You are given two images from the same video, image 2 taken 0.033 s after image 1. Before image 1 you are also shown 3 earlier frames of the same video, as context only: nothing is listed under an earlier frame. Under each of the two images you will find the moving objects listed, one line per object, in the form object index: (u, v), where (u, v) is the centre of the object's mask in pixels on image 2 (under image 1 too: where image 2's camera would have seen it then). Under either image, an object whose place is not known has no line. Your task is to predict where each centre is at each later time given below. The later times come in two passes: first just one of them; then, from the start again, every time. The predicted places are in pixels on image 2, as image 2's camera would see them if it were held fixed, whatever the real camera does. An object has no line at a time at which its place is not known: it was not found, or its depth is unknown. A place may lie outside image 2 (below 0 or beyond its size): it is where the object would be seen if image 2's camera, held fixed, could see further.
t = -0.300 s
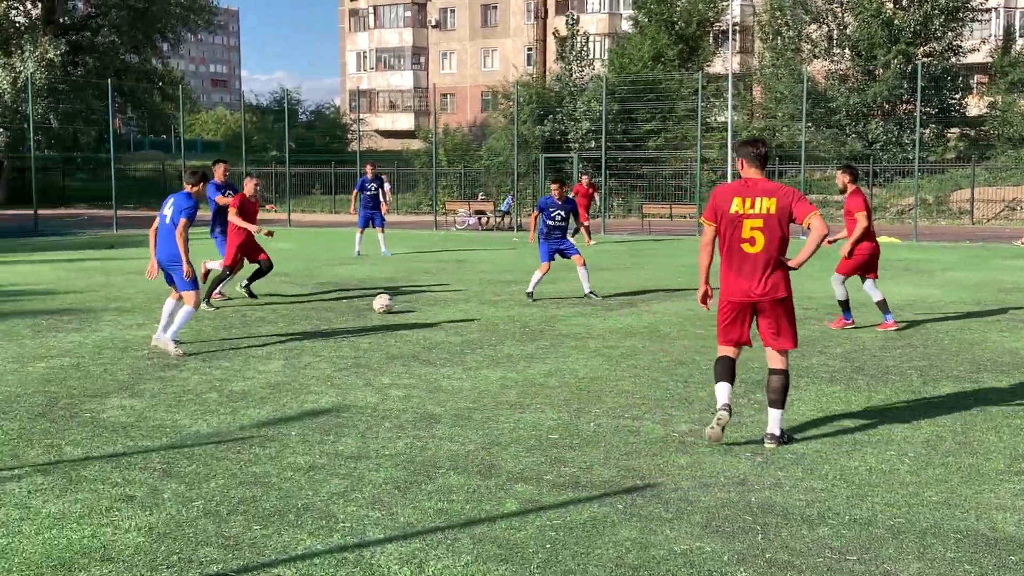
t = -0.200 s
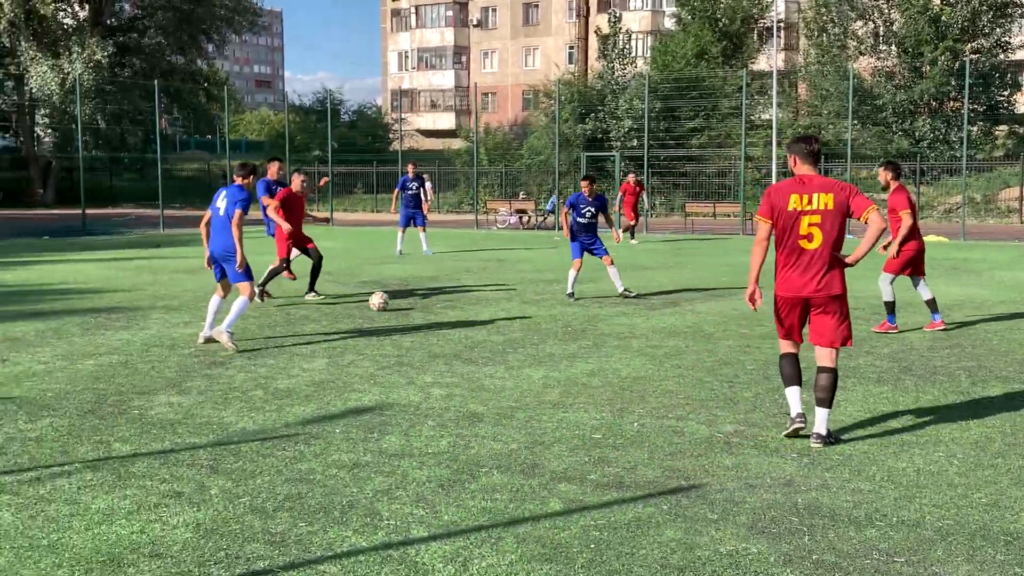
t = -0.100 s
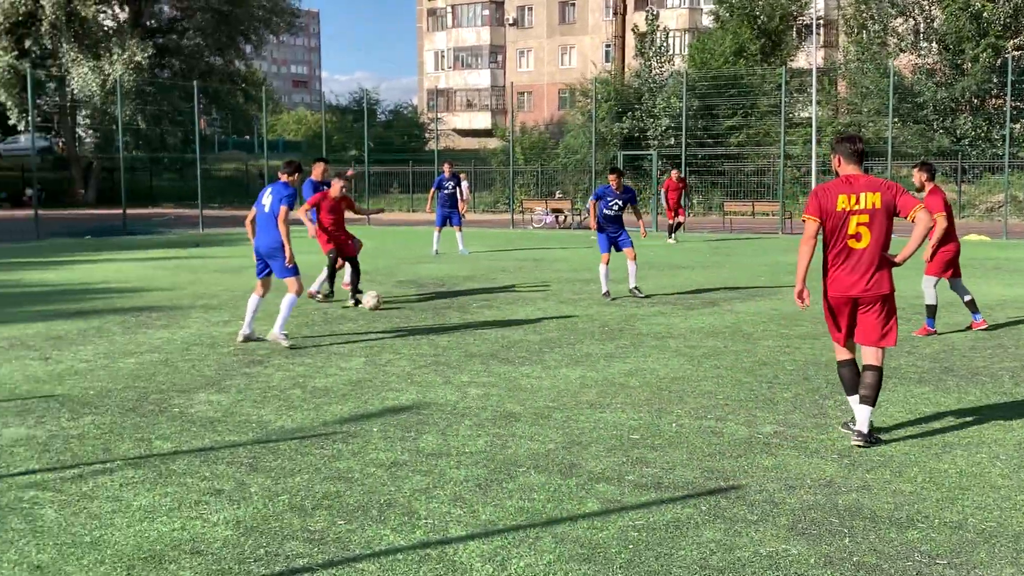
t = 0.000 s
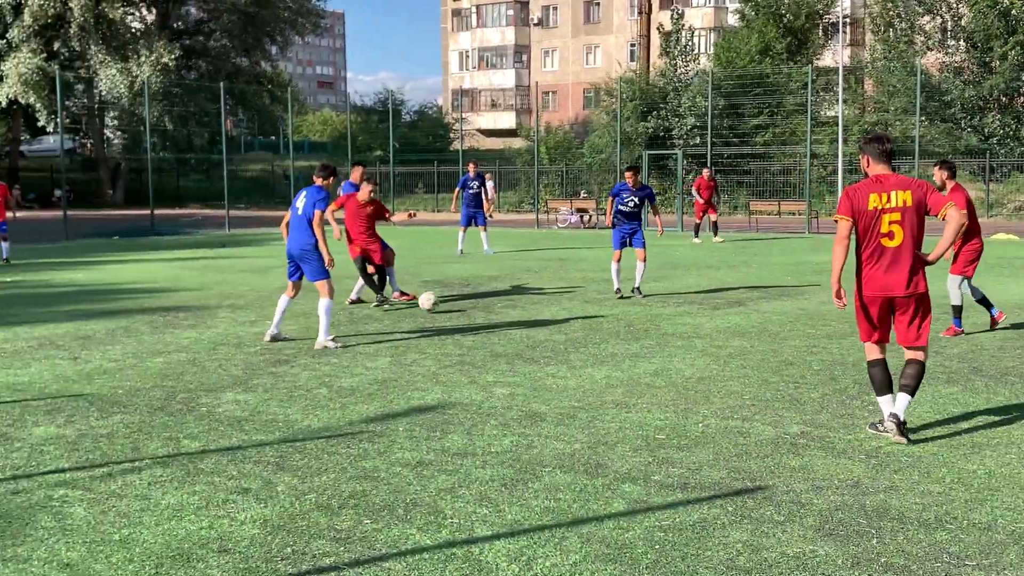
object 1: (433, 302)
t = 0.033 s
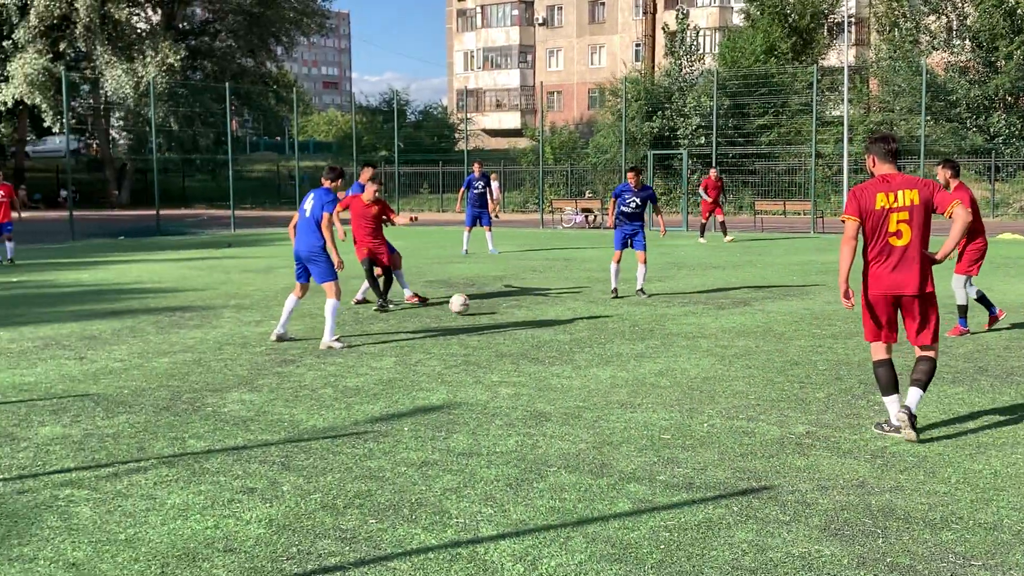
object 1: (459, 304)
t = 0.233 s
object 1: (618, 319)
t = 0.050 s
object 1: (472, 305)
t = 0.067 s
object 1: (486, 307)
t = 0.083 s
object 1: (499, 309)
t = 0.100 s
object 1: (512, 310)
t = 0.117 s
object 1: (526, 311)
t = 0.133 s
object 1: (539, 312)
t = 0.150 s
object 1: (552, 313)
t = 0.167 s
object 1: (566, 314)
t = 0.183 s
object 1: (578, 315)
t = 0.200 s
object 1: (592, 316)
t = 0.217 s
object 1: (605, 318)
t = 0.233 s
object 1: (618, 319)
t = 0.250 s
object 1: (631, 320)
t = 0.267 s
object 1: (644, 321)
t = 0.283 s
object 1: (658, 322)
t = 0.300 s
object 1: (671, 324)
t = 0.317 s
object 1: (685, 325)
